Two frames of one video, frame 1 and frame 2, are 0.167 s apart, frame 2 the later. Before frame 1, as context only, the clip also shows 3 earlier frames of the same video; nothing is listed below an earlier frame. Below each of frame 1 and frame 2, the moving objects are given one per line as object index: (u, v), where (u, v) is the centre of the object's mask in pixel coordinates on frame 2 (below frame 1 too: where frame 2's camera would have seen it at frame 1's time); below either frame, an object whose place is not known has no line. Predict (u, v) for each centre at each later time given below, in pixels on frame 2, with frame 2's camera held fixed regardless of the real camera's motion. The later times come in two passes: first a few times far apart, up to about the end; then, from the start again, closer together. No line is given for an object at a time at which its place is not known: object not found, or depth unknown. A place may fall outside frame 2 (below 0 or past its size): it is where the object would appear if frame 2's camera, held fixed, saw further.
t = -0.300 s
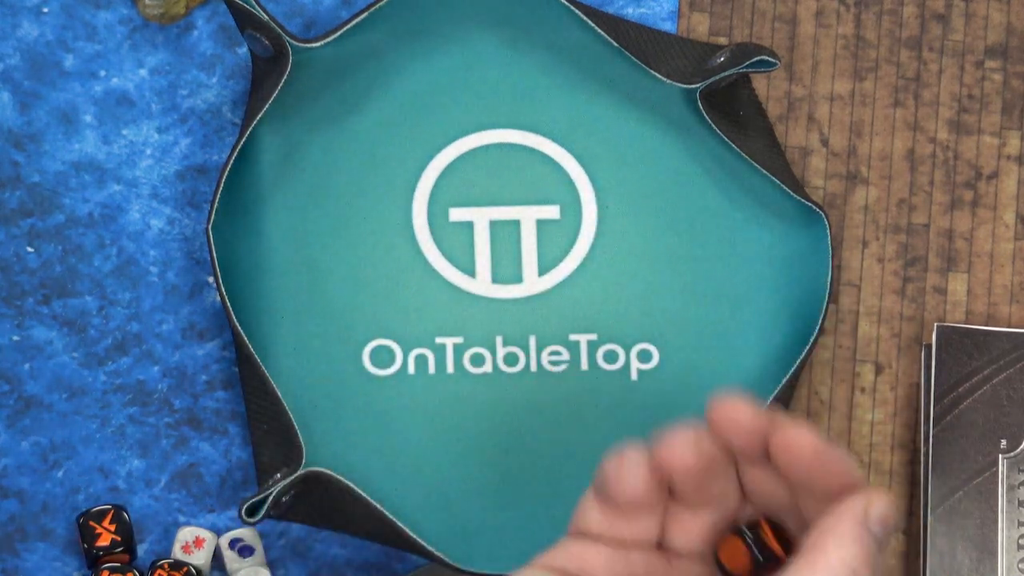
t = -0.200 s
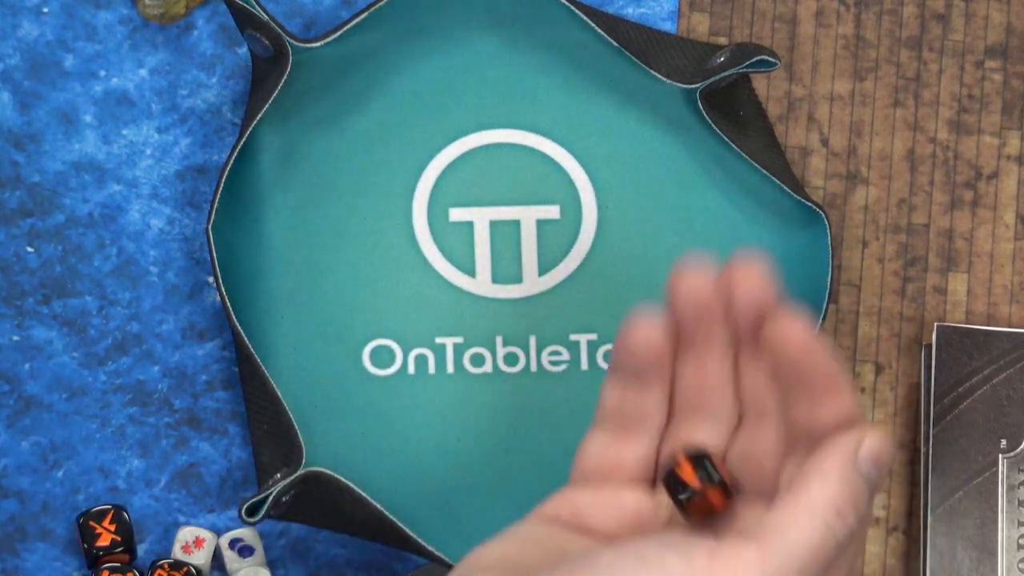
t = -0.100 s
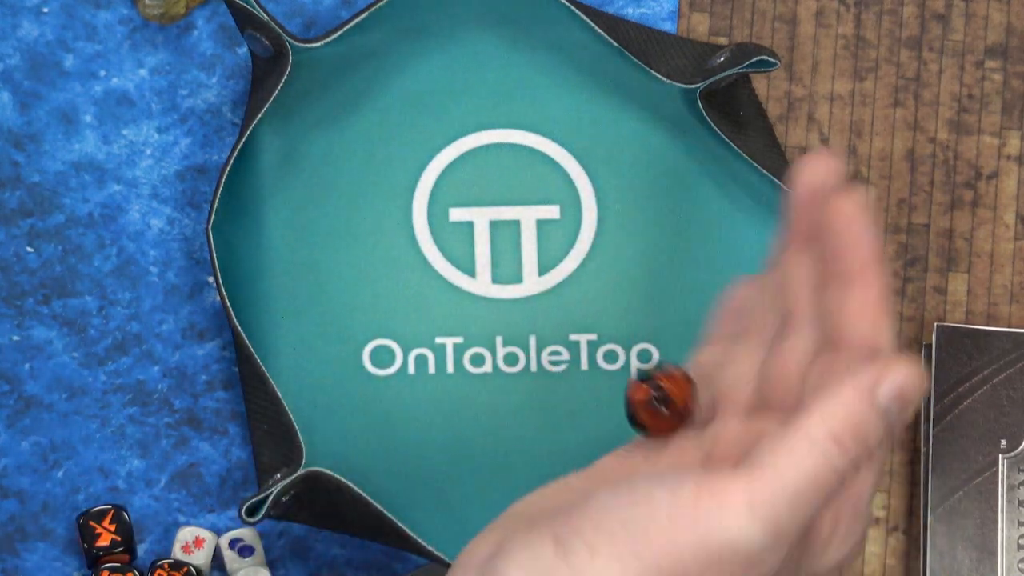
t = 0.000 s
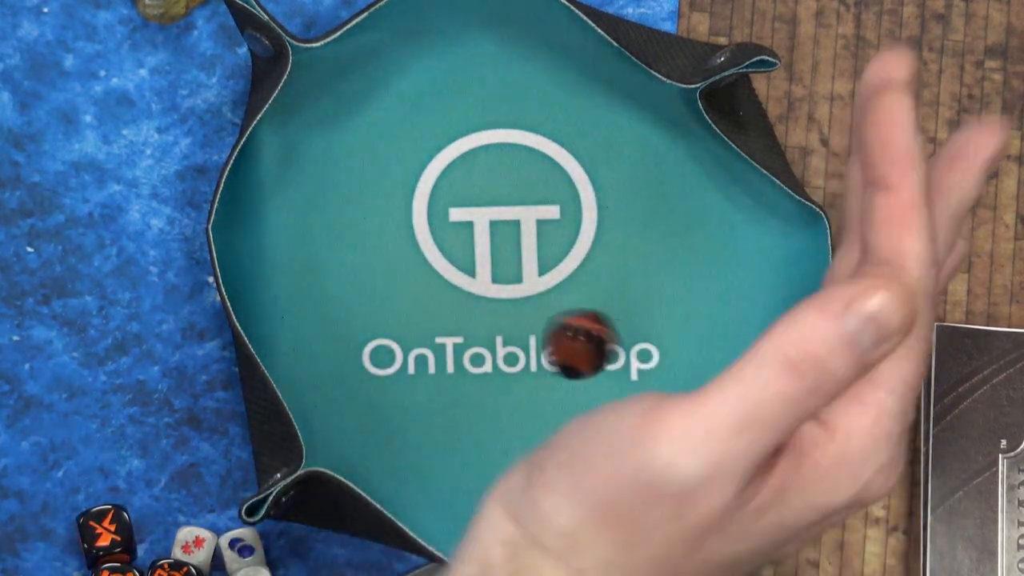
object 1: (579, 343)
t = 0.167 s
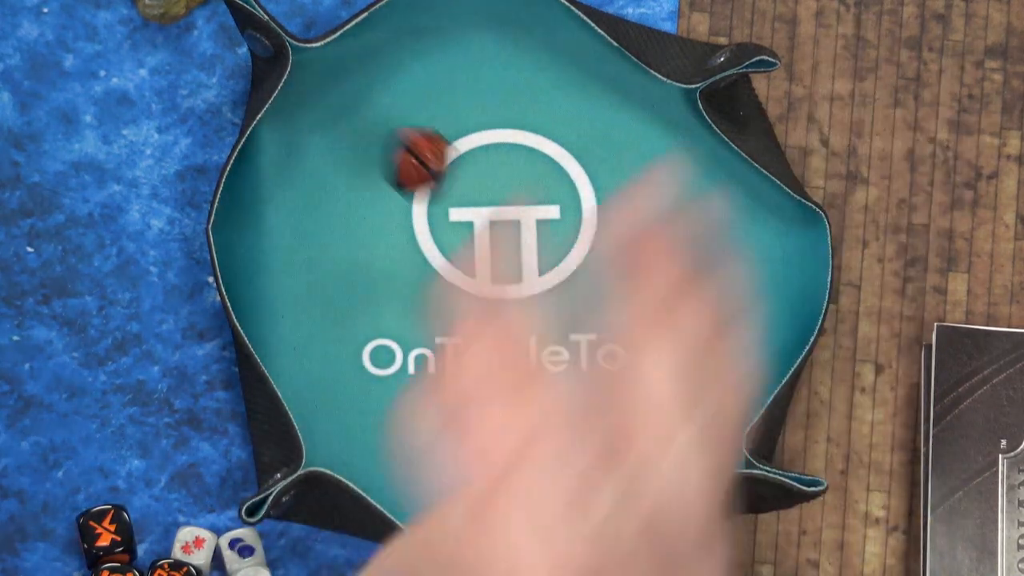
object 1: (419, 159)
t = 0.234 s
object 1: (343, 80)
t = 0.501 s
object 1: (428, 93)
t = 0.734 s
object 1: (428, 93)
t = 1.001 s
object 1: (428, 93)
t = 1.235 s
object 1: (427, 93)
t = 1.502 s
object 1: (427, 93)
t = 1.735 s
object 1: (427, 93)
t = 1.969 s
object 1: (427, 93)
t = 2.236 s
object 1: (427, 93)
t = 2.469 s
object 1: (427, 93)
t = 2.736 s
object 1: (427, 93)
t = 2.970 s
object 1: (428, 93)
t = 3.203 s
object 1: (428, 93)
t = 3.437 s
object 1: (428, 93)
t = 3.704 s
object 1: (428, 93)
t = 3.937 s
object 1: (427, 92)
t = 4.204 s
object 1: (428, 92)
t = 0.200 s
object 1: (378, 134)
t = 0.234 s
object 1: (343, 80)
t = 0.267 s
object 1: (339, 67)
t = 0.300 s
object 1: (357, 72)
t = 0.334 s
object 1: (380, 71)
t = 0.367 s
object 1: (393, 71)
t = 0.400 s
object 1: (414, 84)
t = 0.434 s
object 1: (424, 91)
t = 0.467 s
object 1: (427, 93)
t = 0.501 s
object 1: (428, 93)
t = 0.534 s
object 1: (428, 93)
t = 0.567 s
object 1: (428, 93)
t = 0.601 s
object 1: (427, 93)
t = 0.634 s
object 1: (428, 93)
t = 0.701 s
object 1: (428, 93)
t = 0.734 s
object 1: (428, 93)
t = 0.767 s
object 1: (428, 93)
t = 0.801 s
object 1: (428, 92)
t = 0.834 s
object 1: (428, 92)
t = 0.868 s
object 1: (428, 93)
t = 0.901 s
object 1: (428, 93)
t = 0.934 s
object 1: (428, 93)
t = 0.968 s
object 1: (428, 93)
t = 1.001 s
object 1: (428, 93)
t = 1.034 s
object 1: (427, 92)
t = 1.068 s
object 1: (427, 93)
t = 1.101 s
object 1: (427, 93)
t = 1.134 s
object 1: (427, 93)
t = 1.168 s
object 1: (427, 92)
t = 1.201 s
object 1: (427, 93)
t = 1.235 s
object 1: (427, 93)
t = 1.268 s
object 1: (427, 93)
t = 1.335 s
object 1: (427, 93)
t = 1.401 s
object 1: (428, 93)
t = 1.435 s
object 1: (427, 93)
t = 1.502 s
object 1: (427, 93)
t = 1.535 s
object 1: (427, 93)
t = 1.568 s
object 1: (427, 93)
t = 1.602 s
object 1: (427, 93)
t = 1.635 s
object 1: (427, 93)
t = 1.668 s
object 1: (427, 93)
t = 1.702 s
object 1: (428, 93)
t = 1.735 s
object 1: (427, 93)
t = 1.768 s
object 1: (427, 93)
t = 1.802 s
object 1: (427, 93)
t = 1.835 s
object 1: (427, 93)
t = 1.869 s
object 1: (427, 93)
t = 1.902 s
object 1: (427, 93)
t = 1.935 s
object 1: (427, 93)
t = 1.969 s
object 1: (427, 93)
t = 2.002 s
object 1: (427, 93)
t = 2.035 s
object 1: (427, 93)
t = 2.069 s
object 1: (427, 93)
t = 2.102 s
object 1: (427, 93)
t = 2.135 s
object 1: (427, 93)
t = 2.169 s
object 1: (427, 93)
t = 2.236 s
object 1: (427, 93)
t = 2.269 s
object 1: (427, 93)
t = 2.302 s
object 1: (427, 93)
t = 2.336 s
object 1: (427, 93)
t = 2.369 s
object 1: (427, 93)
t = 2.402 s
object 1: (428, 93)
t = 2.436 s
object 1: (427, 93)
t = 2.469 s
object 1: (427, 93)
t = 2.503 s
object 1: (428, 93)
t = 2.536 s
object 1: (427, 93)
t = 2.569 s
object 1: (427, 93)
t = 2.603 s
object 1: (427, 93)
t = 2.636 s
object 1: (428, 93)
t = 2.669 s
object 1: (427, 93)
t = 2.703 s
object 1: (427, 93)
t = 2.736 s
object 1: (427, 93)
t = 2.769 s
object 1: (427, 93)
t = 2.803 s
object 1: (428, 93)
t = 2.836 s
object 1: (428, 93)
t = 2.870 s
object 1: (428, 93)
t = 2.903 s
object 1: (428, 93)
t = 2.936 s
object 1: (428, 93)
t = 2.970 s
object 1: (428, 93)
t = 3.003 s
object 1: (428, 93)
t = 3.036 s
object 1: (428, 93)
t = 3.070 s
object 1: (427, 93)
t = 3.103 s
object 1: (427, 93)
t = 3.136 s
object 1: (427, 93)
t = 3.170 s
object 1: (428, 93)
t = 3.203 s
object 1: (428, 93)
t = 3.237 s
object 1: (428, 93)
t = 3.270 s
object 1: (428, 93)
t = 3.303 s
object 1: (428, 93)
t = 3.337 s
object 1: (428, 93)
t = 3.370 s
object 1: (428, 93)
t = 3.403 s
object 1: (428, 93)
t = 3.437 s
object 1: (428, 93)
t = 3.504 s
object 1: (427, 93)
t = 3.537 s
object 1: (427, 93)
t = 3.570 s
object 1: (428, 93)
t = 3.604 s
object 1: (428, 93)
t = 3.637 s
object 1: (427, 93)
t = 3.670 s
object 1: (428, 93)
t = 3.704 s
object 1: (428, 93)
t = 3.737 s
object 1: (428, 93)
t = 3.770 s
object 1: (427, 92)
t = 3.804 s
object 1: (427, 92)
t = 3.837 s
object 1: (427, 92)
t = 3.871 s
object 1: (427, 92)
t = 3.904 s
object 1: (428, 92)
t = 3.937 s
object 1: (427, 92)
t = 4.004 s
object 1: (427, 92)
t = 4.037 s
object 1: (427, 92)
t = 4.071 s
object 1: (427, 92)
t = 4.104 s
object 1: (427, 92)
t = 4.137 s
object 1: (427, 92)
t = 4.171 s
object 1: (428, 92)
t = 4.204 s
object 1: (428, 92)
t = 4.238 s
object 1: (427, 92)
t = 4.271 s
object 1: (427, 92)
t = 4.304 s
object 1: (428, 92)
